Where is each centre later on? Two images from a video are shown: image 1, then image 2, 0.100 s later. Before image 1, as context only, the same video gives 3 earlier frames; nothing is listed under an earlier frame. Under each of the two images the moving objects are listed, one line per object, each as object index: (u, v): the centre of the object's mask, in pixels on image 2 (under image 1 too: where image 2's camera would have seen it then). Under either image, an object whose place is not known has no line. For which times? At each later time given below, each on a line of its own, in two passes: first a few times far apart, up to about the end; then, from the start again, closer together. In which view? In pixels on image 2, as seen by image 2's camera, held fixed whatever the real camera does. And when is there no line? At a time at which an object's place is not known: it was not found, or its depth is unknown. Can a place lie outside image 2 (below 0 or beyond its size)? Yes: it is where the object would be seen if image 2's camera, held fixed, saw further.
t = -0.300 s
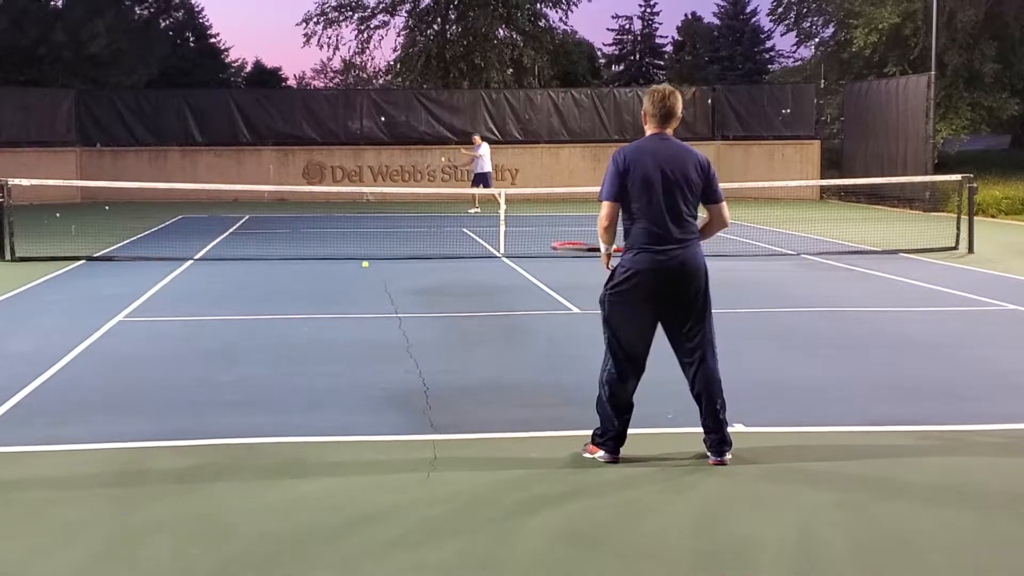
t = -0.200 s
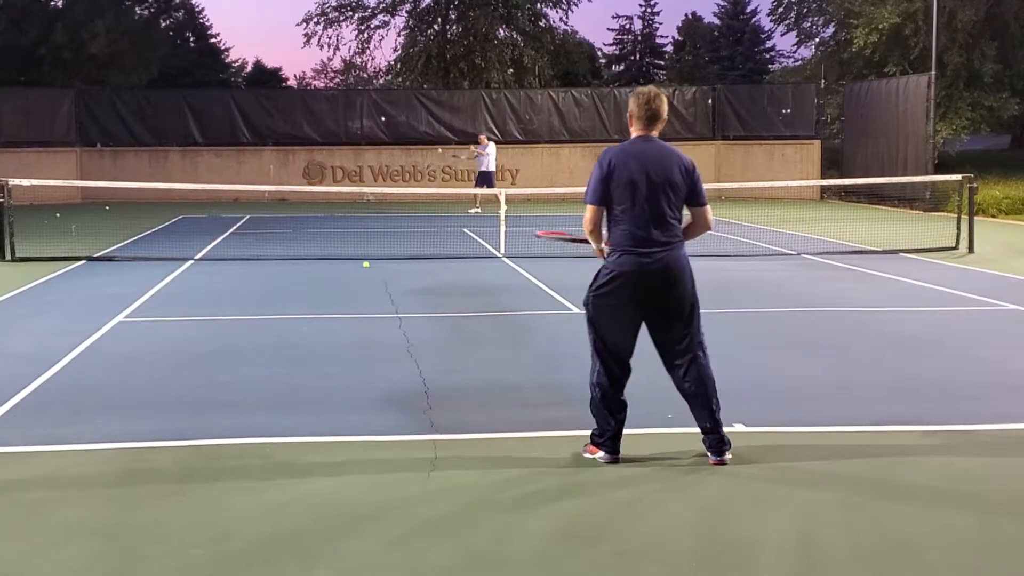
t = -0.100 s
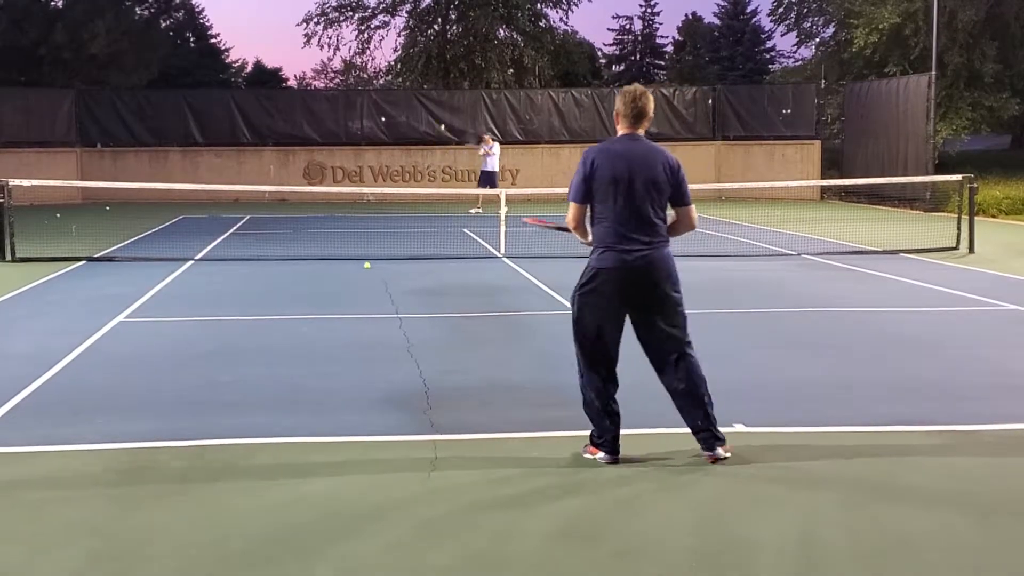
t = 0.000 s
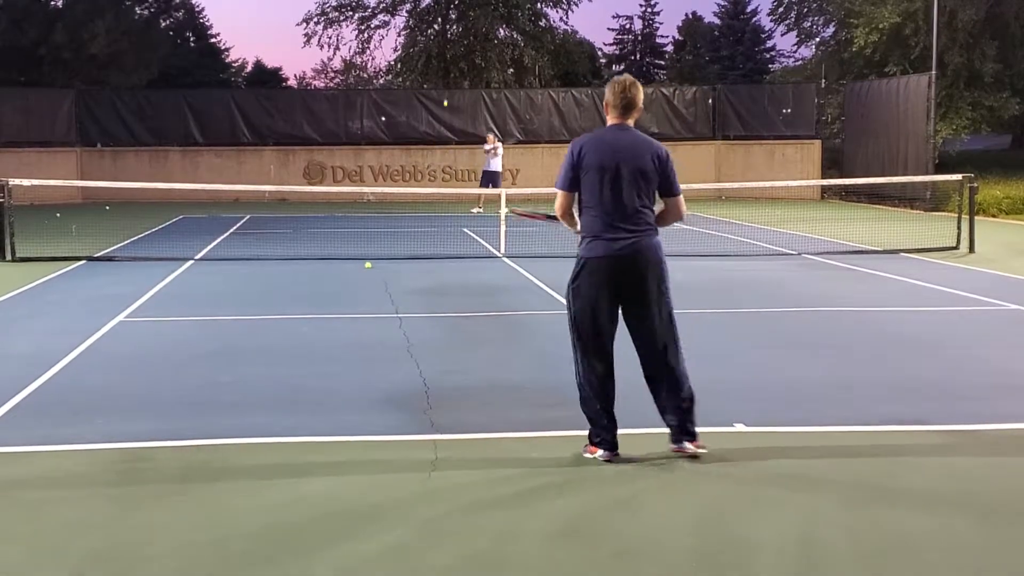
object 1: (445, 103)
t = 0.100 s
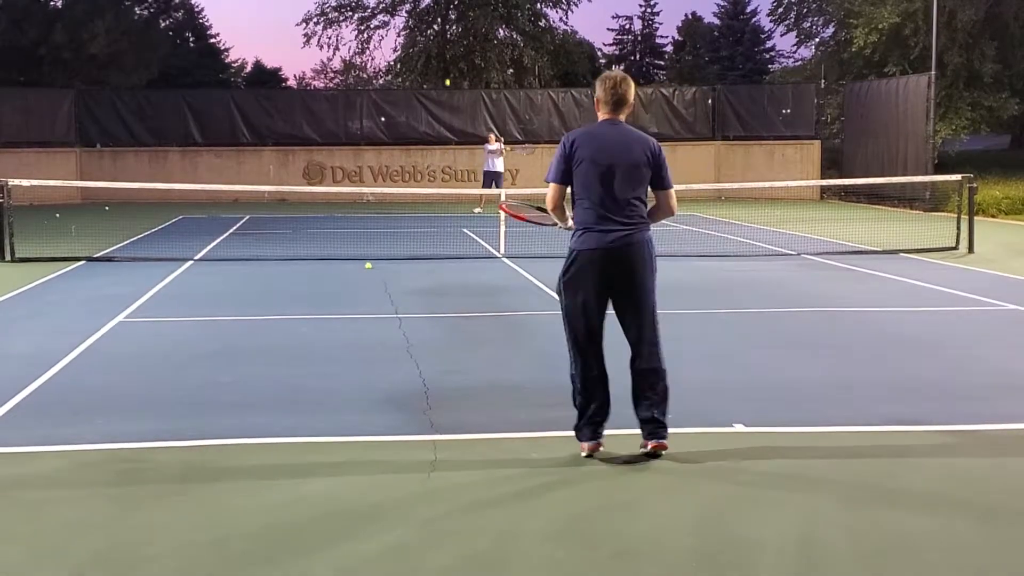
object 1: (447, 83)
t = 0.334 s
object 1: (450, 48)
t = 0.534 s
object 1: (449, 43)
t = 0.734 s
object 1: (442, 71)
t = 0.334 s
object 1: (450, 48)
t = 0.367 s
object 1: (450, 45)
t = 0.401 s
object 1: (450, 43)
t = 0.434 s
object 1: (450, 42)
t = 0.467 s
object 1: (449, 42)
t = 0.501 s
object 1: (449, 42)
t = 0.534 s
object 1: (449, 43)
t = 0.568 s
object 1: (448, 45)
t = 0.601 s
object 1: (447, 48)
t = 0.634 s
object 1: (446, 52)
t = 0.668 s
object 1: (445, 57)
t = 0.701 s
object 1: (444, 64)
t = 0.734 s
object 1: (442, 71)
